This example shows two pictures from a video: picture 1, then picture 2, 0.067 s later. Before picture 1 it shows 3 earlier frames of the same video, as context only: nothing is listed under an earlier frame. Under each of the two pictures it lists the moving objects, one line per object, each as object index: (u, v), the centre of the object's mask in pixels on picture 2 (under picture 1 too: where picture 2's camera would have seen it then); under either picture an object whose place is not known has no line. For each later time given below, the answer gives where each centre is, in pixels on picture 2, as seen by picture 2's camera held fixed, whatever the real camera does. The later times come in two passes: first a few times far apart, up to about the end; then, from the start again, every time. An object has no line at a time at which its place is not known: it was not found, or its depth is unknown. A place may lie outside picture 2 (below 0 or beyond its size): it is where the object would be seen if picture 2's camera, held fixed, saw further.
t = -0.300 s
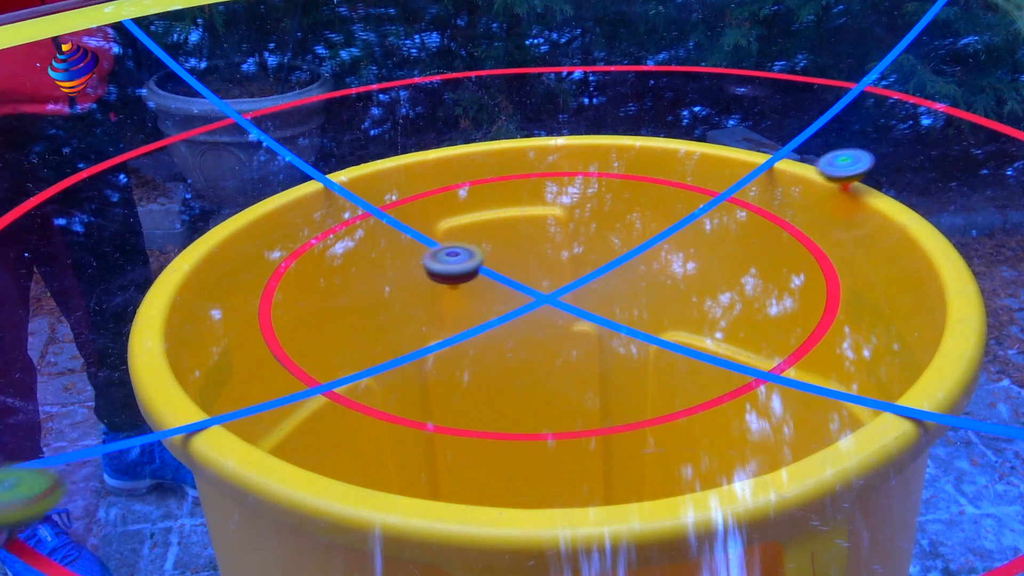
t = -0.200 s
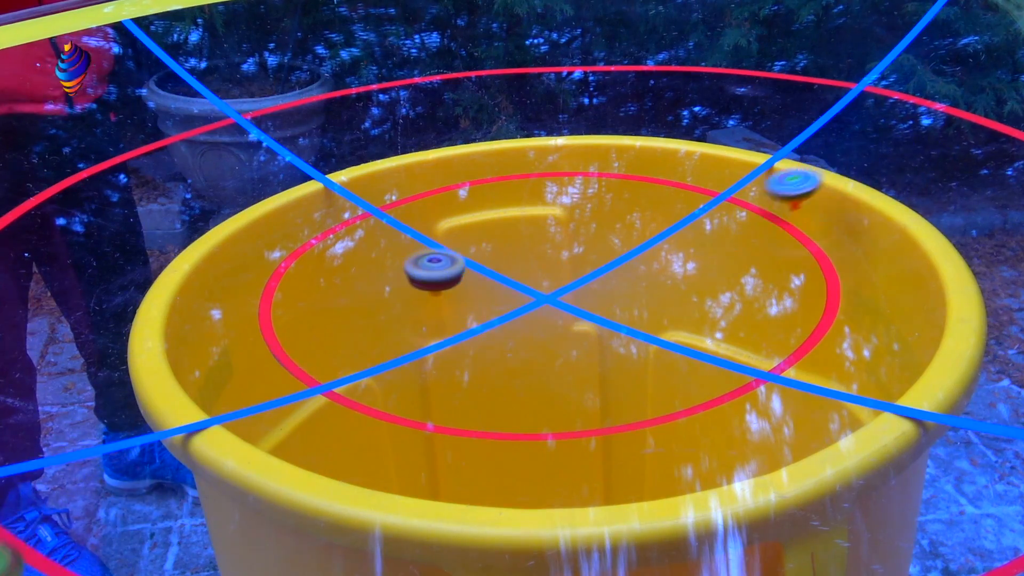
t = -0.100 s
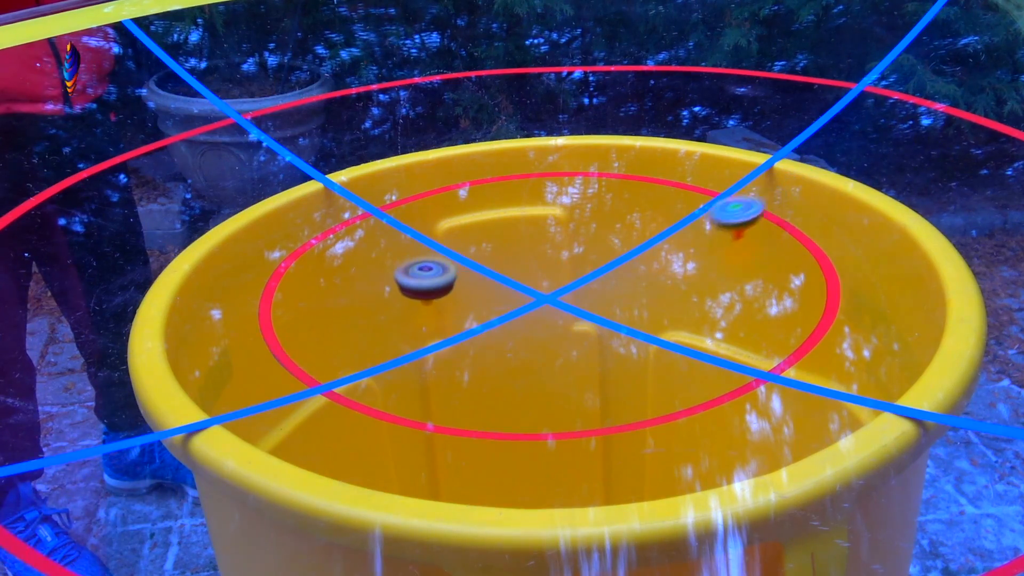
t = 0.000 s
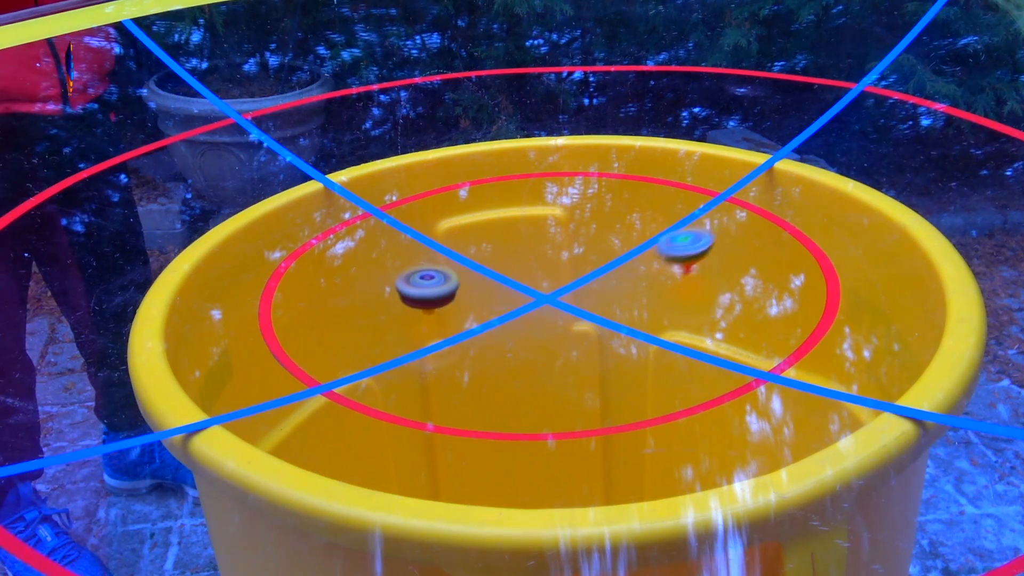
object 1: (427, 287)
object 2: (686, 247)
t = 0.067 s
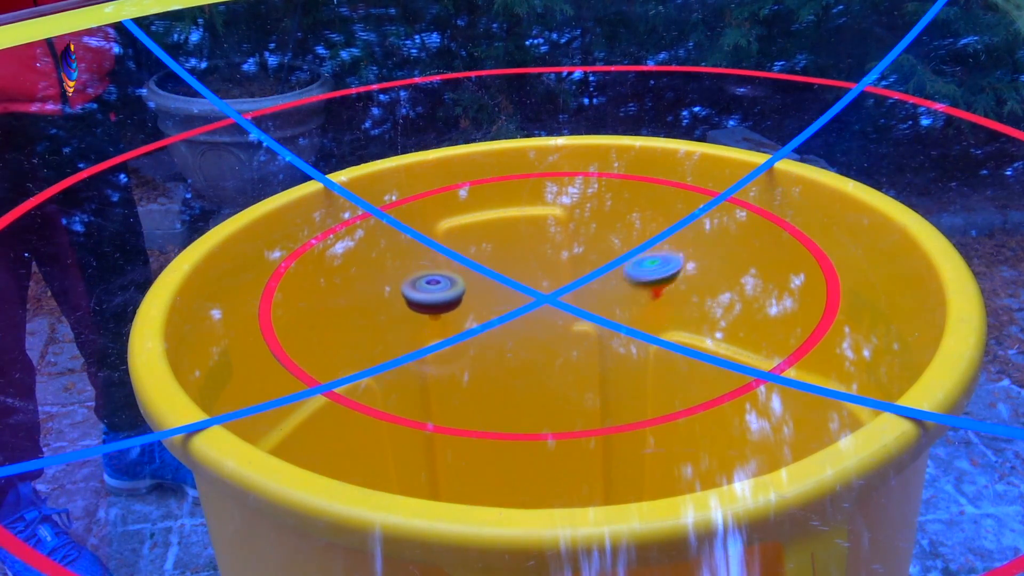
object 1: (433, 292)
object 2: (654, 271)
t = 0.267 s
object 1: (469, 301)
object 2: (566, 347)
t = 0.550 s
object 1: (519, 293)
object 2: (518, 361)
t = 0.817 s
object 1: (529, 280)
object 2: (479, 314)
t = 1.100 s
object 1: (512, 277)
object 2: (424, 277)
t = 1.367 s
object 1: (499, 284)
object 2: (395, 259)
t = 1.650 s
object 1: (499, 294)
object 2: (394, 254)
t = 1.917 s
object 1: (510, 298)
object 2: (443, 243)
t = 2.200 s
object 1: (518, 298)
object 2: (509, 228)
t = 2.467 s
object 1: (513, 295)
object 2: (553, 226)
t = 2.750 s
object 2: (584, 241)
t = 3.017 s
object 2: (602, 267)
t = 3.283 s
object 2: (604, 296)
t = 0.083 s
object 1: (436, 293)
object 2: (646, 277)
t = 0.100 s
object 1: (438, 294)
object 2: (639, 283)
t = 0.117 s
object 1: (440, 295)
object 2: (631, 289)
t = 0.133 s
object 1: (443, 296)
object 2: (623, 295)
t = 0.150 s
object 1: (446, 297)
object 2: (616, 301)
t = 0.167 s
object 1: (449, 298)
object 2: (609, 308)
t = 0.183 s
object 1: (452, 299)
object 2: (601, 314)
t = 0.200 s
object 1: (455, 299)
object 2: (594, 320)
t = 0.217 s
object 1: (459, 300)
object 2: (587, 327)
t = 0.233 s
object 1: (463, 300)
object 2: (580, 333)
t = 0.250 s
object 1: (466, 301)
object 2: (572, 341)
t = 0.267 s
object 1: (469, 301)
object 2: (566, 347)
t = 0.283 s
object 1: (473, 302)
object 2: (559, 353)
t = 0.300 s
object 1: (476, 301)
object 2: (552, 360)
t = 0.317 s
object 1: (480, 301)
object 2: (545, 367)
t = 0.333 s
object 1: (483, 301)
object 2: (539, 374)
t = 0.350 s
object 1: (487, 301)
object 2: (532, 381)
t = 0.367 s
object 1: (490, 301)
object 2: (526, 387)
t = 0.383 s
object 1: (493, 301)
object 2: (520, 392)
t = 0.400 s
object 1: (496, 300)
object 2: (518, 390)
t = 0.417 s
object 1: (499, 299)
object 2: (518, 388)
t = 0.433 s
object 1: (503, 299)
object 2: (519, 385)
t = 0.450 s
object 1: (505, 298)
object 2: (520, 382)
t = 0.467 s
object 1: (508, 297)
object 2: (520, 377)
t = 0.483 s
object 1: (510, 297)
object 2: (520, 374)
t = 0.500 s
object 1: (513, 296)
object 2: (520, 370)
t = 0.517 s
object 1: (515, 295)
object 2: (519, 367)
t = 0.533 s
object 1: (517, 294)
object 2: (519, 365)
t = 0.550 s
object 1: (519, 293)
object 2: (518, 361)
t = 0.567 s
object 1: (521, 292)
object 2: (516, 358)
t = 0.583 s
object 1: (522, 292)
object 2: (515, 355)
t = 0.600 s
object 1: (523, 291)
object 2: (512, 352)
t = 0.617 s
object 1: (525, 290)
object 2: (511, 349)
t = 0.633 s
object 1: (526, 289)
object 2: (509, 346)
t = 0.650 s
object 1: (527, 288)
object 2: (506, 343)
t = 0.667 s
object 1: (528, 287)
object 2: (505, 340)
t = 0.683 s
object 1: (529, 286)
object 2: (502, 337)
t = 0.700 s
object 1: (529, 285)
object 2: (499, 333)
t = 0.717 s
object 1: (530, 284)
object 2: (497, 330)
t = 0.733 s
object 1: (530, 284)
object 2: (494, 327)
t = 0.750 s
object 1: (530, 283)
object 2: (490, 324)
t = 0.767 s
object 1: (530, 282)
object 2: (488, 322)
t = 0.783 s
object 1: (529, 281)
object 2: (485, 319)
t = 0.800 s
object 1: (529, 281)
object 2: (481, 316)
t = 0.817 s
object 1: (529, 280)
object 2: (479, 314)
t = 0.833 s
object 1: (528, 280)
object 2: (475, 310)
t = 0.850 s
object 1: (527, 279)
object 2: (472, 308)
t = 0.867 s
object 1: (526, 278)
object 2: (469, 306)
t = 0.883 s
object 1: (526, 278)
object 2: (465, 303)
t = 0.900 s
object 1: (525, 278)
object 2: (462, 301)
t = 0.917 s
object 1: (524, 277)
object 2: (459, 298)
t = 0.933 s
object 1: (523, 277)
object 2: (455, 296)
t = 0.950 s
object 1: (522, 277)
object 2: (452, 294)
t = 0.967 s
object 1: (521, 277)
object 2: (449, 291)
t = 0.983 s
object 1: (520, 277)
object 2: (446, 290)
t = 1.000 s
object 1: (519, 277)
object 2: (443, 287)
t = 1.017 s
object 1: (517, 276)
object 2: (439, 285)
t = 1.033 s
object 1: (517, 276)
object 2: (436, 283)
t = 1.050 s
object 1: (516, 276)
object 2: (433, 281)
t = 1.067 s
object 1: (515, 277)
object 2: (430, 279)
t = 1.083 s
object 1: (514, 277)
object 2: (427, 278)
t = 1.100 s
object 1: (512, 277)
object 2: (424, 277)
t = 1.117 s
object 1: (511, 277)
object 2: (422, 276)
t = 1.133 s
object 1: (510, 277)
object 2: (419, 274)
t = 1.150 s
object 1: (510, 278)
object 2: (416, 272)
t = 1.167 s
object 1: (508, 278)
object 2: (414, 270)
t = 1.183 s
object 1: (507, 278)
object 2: (412, 270)
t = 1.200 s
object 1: (506, 279)
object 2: (409, 269)
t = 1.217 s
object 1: (506, 279)
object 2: (408, 267)
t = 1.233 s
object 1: (505, 280)
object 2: (406, 266)
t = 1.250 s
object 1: (504, 280)
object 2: (404, 265)
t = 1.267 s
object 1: (503, 281)
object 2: (402, 263)
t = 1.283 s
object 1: (502, 281)
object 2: (401, 262)
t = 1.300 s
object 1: (501, 281)
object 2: (399, 262)
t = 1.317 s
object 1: (501, 282)
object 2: (398, 261)
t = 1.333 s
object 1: (500, 283)
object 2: (397, 261)
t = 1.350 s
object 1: (499, 283)
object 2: (396, 260)
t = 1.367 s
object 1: (499, 284)
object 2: (395, 259)
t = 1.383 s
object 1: (498, 284)
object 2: (394, 259)
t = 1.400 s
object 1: (498, 285)
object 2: (393, 258)
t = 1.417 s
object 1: (498, 285)
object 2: (393, 258)
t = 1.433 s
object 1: (498, 286)
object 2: (392, 257)
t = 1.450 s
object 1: (497, 287)
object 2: (392, 257)
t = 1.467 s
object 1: (497, 288)
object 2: (392, 256)
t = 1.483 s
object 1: (497, 288)
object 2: (391, 255)
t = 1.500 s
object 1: (497, 289)
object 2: (391, 255)
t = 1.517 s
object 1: (498, 289)
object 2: (391, 255)
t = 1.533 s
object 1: (497, 290)
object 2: (391, 255)
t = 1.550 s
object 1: (498, 291)
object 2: (391, 254)
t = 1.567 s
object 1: (497, 291)
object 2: (391, 254)
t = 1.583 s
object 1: (498, 291)
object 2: (392, 254)
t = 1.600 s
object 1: (498, 292)
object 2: (392, 254)
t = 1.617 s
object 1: (499, 293)
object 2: (393, 254)
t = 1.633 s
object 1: (499, 293)
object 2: (393, 254)
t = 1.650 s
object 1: (499, 294)
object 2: (394, 254)
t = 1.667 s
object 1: (499, 294)
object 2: (395, 254)
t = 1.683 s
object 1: (500, 294)
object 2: (396, 254)
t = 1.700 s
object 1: (501, 295)
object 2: (397, 255)
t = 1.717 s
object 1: (502, 296)
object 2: (398, 255)
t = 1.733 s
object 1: (502, 296)
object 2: (399, 254)
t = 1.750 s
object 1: (503, 297)
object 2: (401, 254)
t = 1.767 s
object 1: (503, 297)
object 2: (403, 253)
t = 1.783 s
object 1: (504, 297)
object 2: (405, 254)
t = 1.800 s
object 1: (505, 297)
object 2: (410, 253)
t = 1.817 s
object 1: (506, 298)
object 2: (415, 251)
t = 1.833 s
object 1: (507, 298)
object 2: (419, 250)
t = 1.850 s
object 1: (507, 298)
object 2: (424, 248)
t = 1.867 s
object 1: (507, 299)
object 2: (429, 247)
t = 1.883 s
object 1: (508, 299)
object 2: (434, 246)
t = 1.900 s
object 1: (508, 298)
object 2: (438, 244)
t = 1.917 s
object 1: (510, 298)
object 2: (443, 243)
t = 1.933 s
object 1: (511, 299)
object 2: (448, 241)
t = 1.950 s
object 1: (512, 299)
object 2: (452, 240)
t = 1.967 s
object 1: (511, 299)
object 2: (457, 239)
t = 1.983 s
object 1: (511, 299)
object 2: (461, 238)
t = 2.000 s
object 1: (512, 298)
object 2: (465, 236)
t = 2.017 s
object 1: (514, 298)
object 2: (469, 235)
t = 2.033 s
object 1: (515, 299)
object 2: (473, 235)
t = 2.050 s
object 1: (516, 299)
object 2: (477, 234)
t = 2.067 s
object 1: (515, 299)
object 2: (481, 233)
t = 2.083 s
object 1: (516, 298)
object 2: (484, 232)
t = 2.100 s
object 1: (516, 299)
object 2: (489, 230)
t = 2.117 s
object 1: (516, 299)
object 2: (492, 230)
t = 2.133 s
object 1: (517, 298)
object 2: (496, 229)
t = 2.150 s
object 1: (517, 298)
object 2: (499, 229)
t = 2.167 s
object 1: (518, 298)
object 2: (503, 228)
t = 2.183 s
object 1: (518, 298)
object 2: (506, 228)
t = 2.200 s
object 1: (518, 298)
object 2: (509, 228)
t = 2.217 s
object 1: (518, 297)
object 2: (512, 227)
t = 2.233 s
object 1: (518, 297)
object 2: (515, 226)
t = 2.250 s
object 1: (518, 297)
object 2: (518, 226)
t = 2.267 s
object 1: (518, 296)
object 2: (521, 226)
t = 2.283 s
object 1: (518, 296)
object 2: (525, 225)
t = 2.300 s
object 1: (518, 296)
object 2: (527, 225)
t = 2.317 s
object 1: (516, 296)
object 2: (530, 225)
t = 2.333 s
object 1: (516, 296)
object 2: (533, 226)
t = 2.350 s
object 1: (516, 295)
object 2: (536, 225)
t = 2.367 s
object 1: (515, 295)
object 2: (538, 225)
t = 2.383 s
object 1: (516, 295)
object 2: (540, 226)
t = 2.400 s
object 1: (515, 295)
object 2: (543, 225)
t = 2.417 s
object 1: (515, 295)
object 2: (546, 225)
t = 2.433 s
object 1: (513, 295)
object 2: (548, 226)
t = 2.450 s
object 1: (513, 295)
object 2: (551, 226)
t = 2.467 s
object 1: (513, 295)
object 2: (553, 226)
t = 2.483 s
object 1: (513, 295)
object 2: (555, 227)
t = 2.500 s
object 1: (512, 294)
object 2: (557, 227)
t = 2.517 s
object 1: (512, 294)
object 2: (559, 227)
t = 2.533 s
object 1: (511, 294)
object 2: (561, 228)
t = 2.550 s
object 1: (510, 294)
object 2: (563, 229)
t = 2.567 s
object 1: (509, 294)
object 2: (565, 230)
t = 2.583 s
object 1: (508, 294)
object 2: (567, 231)
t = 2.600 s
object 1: (508, 294)
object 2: (569, 231)
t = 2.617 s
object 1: (508, 294)
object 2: (571, 232)
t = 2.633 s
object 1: (507, 294)
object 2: (573, 233)
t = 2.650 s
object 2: (575, 234)
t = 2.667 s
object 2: (576, 235)
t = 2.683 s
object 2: (578, 236)
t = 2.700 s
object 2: (580, 237)
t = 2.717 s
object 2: (582, 238)
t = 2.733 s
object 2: (583, 240)
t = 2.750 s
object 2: (584, 241)
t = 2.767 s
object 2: (586, 242)
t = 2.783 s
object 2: (587, 244)
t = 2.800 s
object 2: (589, 245)
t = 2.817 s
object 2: (590, 247)
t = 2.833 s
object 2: (591, 248)
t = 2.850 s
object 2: (592, 249)
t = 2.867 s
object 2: (593, 251)
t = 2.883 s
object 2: (594, 252)
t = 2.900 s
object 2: (596, 254)
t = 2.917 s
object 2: (596, 255)
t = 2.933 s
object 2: (597, 257)
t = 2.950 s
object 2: (598, 259)
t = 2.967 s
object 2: (599, 261)
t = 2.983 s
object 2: (600, 263)
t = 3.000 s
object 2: (601, 265)
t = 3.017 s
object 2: (602, 267)
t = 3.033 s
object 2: (602, 268)
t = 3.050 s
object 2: (602, 270)
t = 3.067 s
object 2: (603, 272)
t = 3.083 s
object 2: (604, 274)
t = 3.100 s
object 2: (605, 276)
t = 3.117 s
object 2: (605, 278)
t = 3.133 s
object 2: (605, 280)
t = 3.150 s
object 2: (605, 281)
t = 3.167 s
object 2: (605, 283)
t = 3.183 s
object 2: (605, 285)
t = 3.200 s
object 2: (605, 287)
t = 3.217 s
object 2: (605, 289)
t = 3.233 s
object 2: (605, 291)
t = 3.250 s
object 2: (605, 293)
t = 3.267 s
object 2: (605, 294)
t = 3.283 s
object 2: (604, 296)
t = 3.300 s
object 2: (604, 298)
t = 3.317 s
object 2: (603, 299)
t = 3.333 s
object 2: (602, 301)
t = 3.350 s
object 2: (602, 303)
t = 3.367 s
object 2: (600, 304)
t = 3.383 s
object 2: (599, 306)
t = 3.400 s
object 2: (598, 308)
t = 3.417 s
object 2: (596, 310)
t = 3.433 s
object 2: (595, 311)
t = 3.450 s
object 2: (594, 313)
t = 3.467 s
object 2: (592, 314)
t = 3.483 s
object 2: (591, 316)
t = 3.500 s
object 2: (589, 317)
